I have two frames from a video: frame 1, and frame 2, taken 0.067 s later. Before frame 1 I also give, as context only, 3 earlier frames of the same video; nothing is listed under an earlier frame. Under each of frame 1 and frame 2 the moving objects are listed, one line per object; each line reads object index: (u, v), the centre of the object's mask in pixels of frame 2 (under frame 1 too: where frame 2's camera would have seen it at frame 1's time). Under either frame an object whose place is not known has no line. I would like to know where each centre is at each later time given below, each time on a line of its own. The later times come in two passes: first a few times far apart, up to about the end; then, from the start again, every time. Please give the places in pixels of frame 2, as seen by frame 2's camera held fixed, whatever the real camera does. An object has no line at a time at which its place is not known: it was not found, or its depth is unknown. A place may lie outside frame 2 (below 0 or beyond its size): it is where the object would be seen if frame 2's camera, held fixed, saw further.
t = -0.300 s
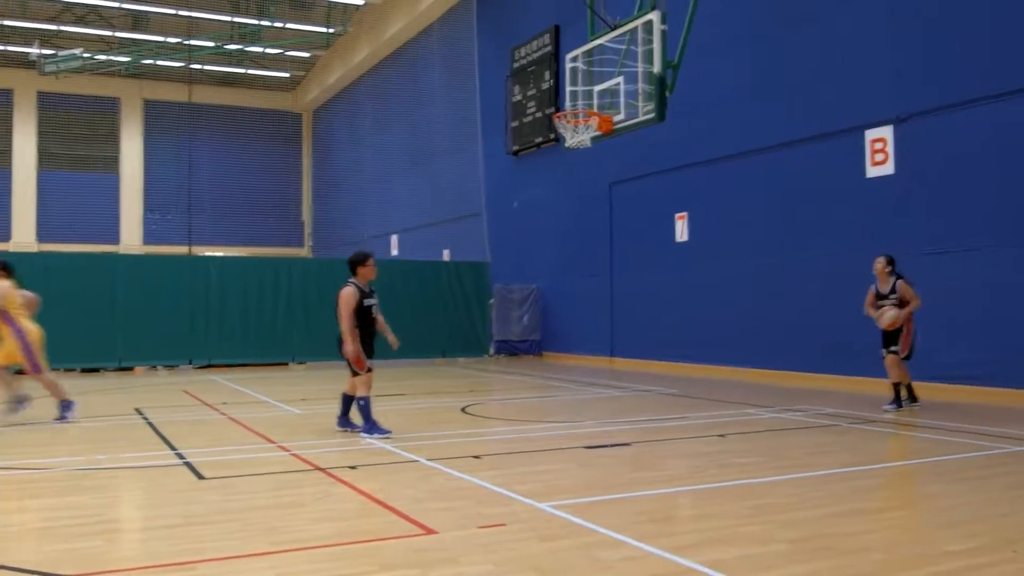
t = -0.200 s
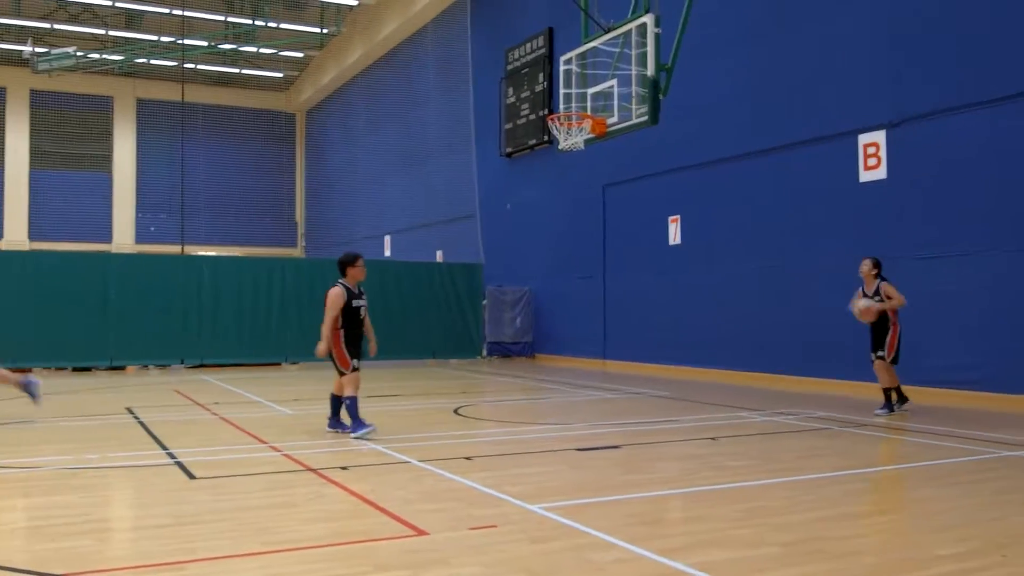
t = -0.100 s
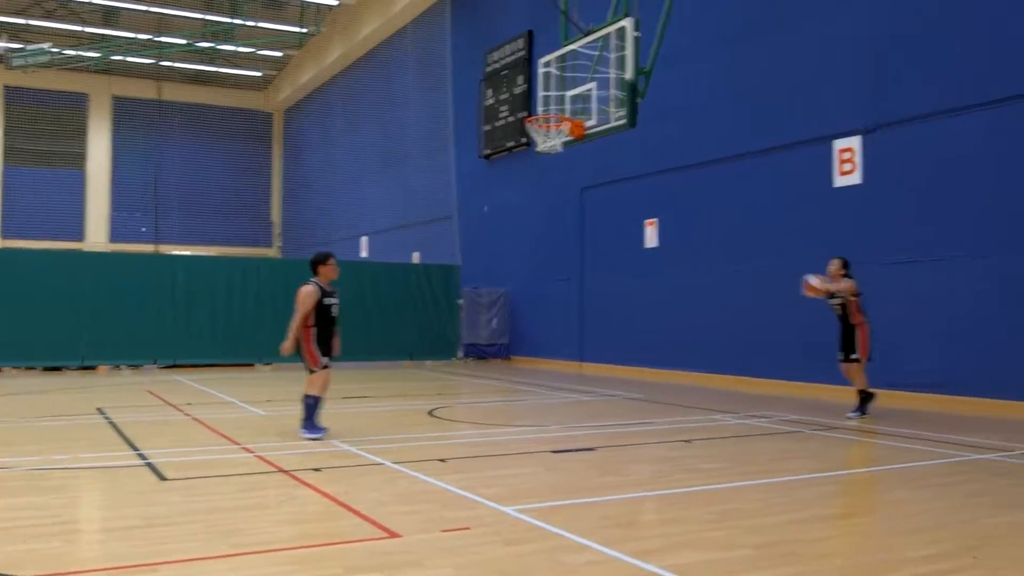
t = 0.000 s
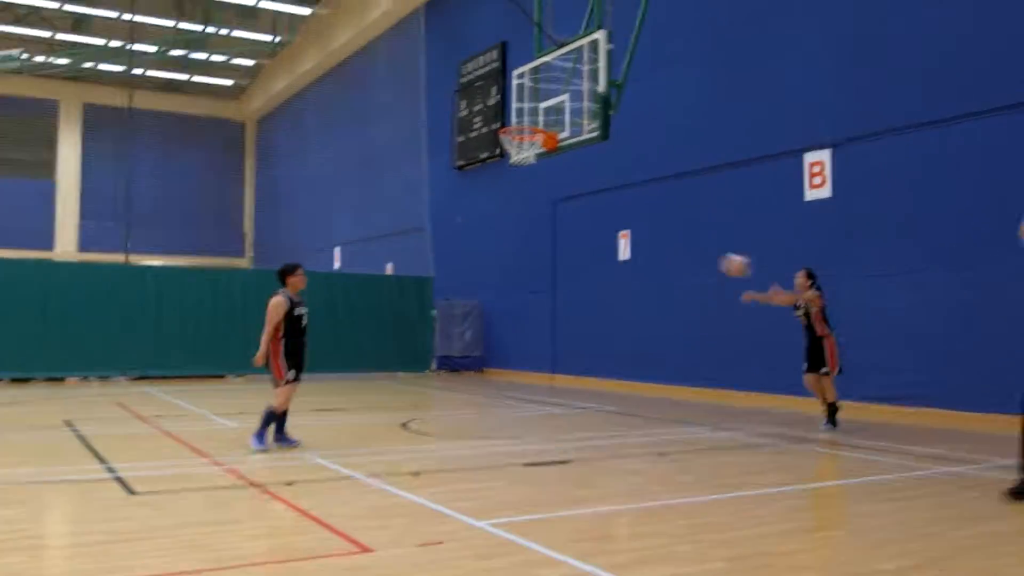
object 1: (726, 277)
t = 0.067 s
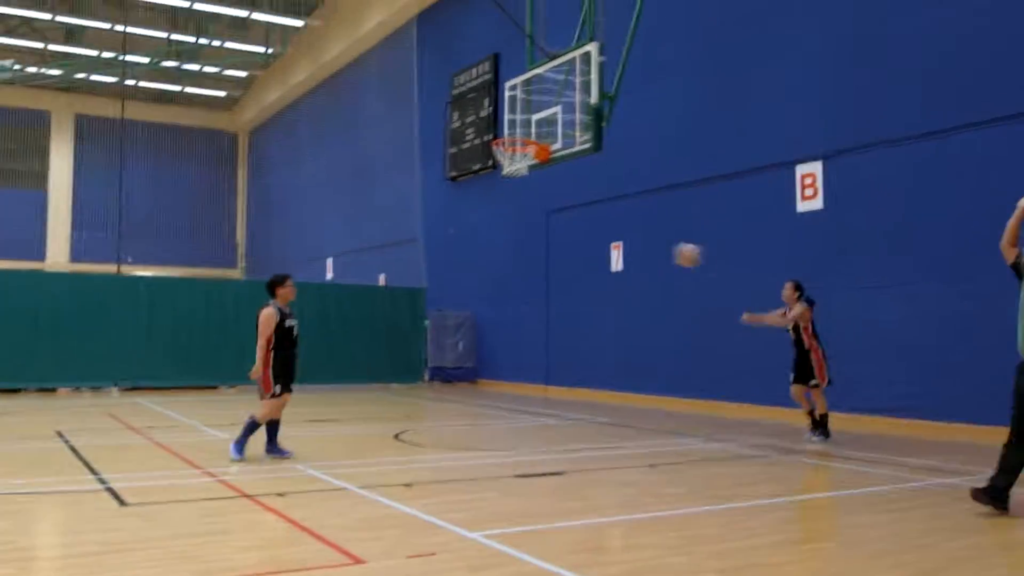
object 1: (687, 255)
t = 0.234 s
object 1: (583, 217)
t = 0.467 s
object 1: (430, 209)
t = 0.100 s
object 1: (667, 246)
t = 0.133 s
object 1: (646, 237)
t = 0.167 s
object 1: (626, 229)
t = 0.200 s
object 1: (604, 223)
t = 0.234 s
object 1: (583, 217)
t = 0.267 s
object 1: (561, 213)
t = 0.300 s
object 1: (540, 210)
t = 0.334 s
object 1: (519, 208)
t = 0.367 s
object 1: (498, 207)
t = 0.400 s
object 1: (476, 206)
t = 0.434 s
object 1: (453, 207)
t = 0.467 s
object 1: (430, 209)
